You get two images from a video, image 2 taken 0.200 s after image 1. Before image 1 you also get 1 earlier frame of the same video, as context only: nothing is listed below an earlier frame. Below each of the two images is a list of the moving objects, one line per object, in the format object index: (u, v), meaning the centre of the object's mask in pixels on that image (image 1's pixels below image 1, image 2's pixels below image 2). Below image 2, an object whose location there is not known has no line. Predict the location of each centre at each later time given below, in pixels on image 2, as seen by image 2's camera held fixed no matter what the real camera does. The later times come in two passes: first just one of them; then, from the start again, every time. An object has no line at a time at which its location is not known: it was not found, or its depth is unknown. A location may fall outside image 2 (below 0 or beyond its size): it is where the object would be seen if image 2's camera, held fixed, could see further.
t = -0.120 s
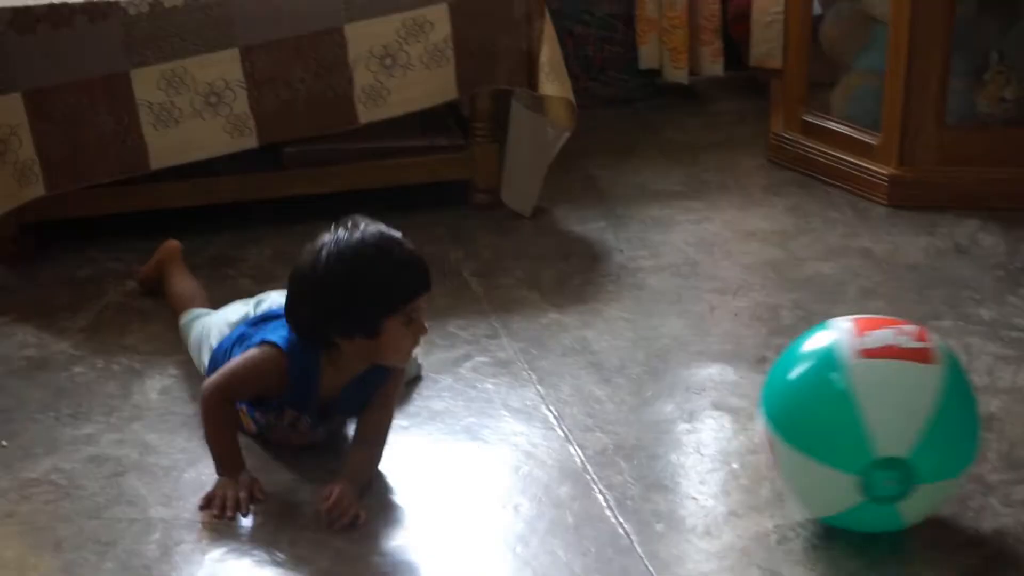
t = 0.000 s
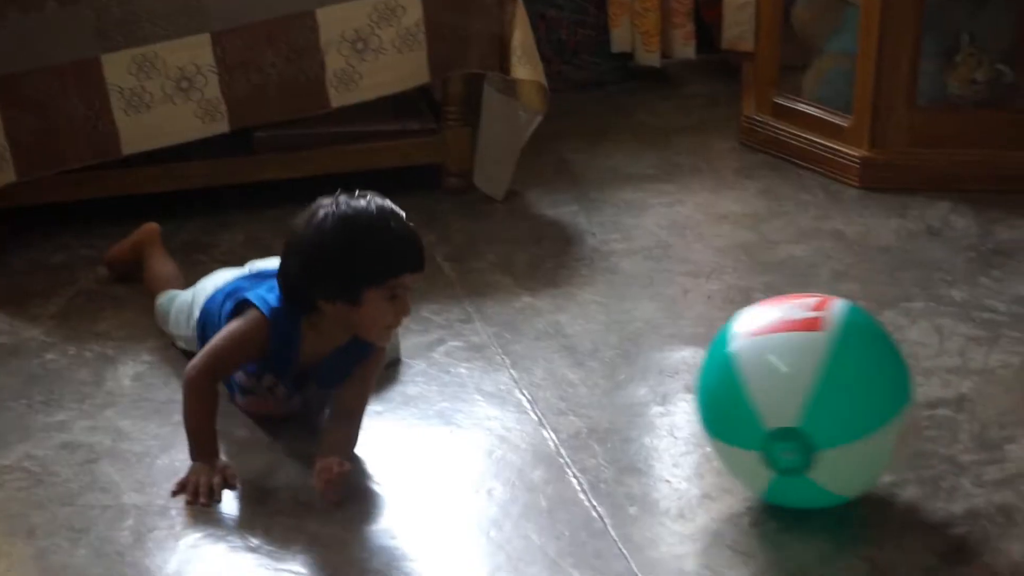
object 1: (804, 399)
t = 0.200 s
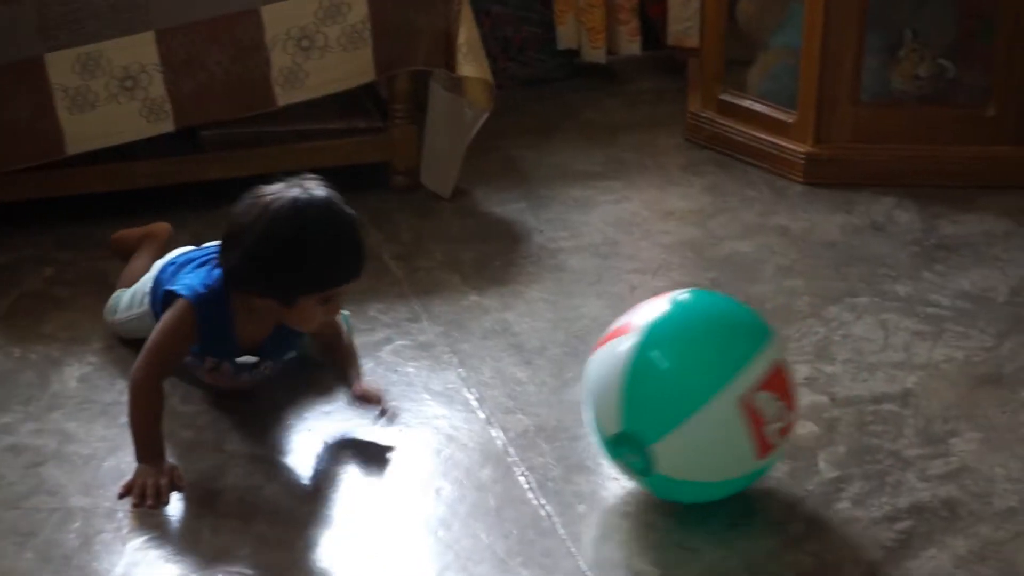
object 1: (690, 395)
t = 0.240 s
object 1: (677, 395)
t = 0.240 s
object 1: (677, 395)
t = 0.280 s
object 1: (667, 396)
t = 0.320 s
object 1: (654, 394)
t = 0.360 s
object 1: (641, 396)
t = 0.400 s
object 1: (630, 397)
